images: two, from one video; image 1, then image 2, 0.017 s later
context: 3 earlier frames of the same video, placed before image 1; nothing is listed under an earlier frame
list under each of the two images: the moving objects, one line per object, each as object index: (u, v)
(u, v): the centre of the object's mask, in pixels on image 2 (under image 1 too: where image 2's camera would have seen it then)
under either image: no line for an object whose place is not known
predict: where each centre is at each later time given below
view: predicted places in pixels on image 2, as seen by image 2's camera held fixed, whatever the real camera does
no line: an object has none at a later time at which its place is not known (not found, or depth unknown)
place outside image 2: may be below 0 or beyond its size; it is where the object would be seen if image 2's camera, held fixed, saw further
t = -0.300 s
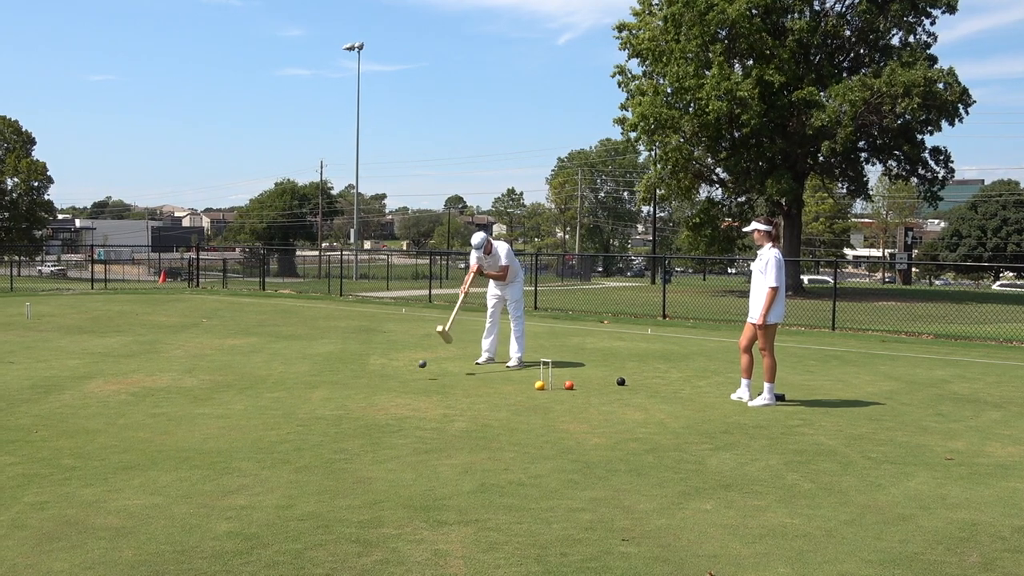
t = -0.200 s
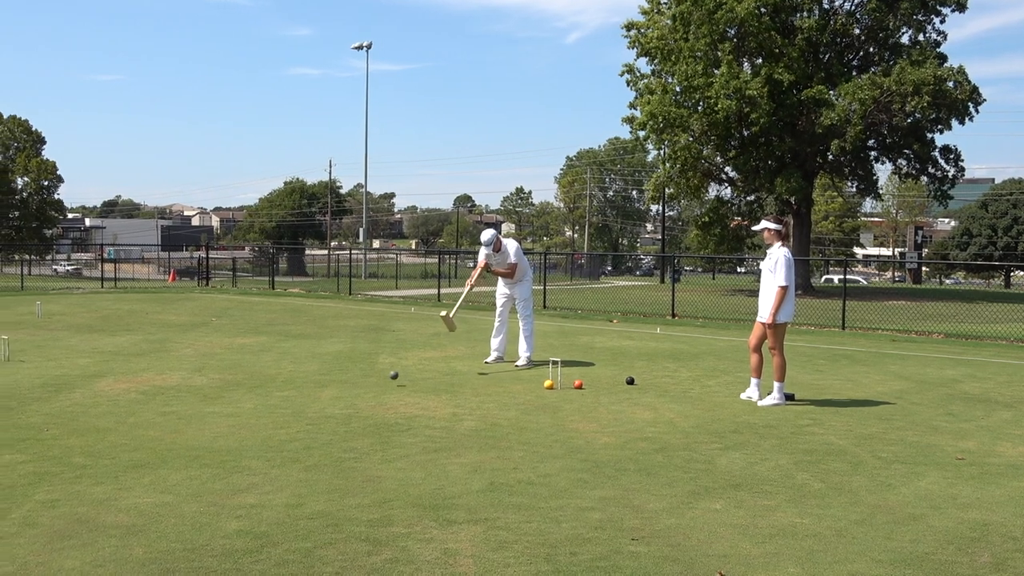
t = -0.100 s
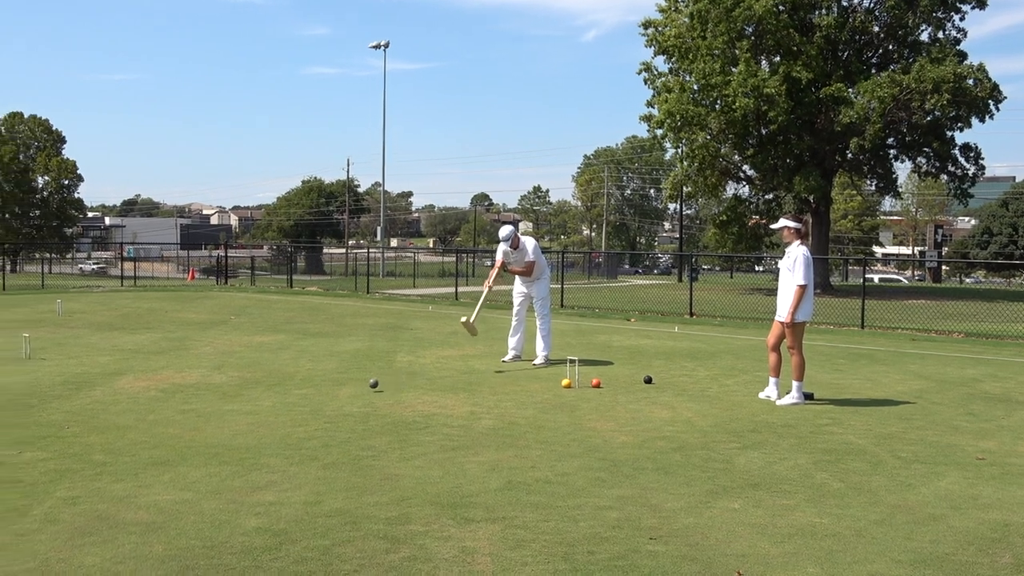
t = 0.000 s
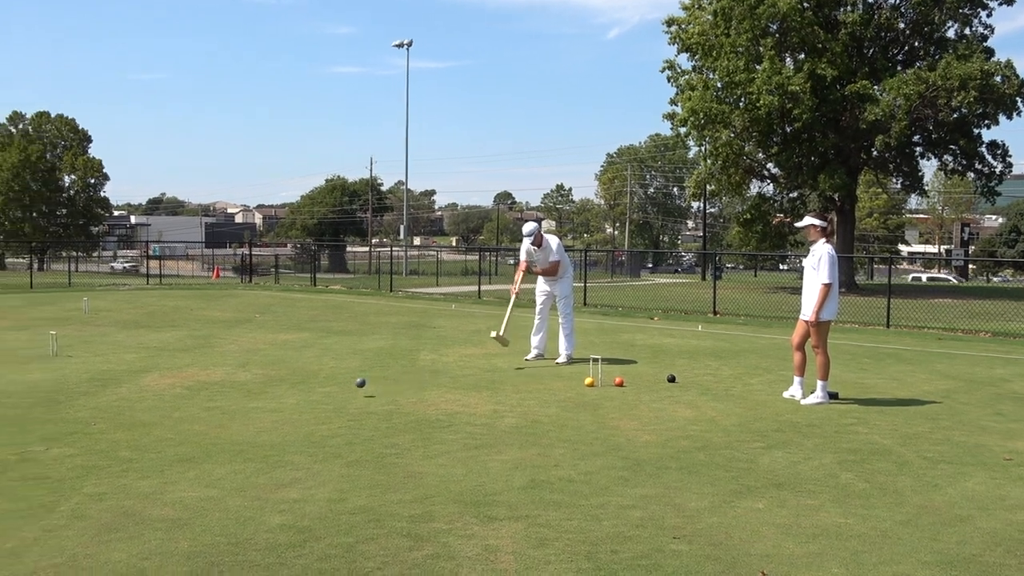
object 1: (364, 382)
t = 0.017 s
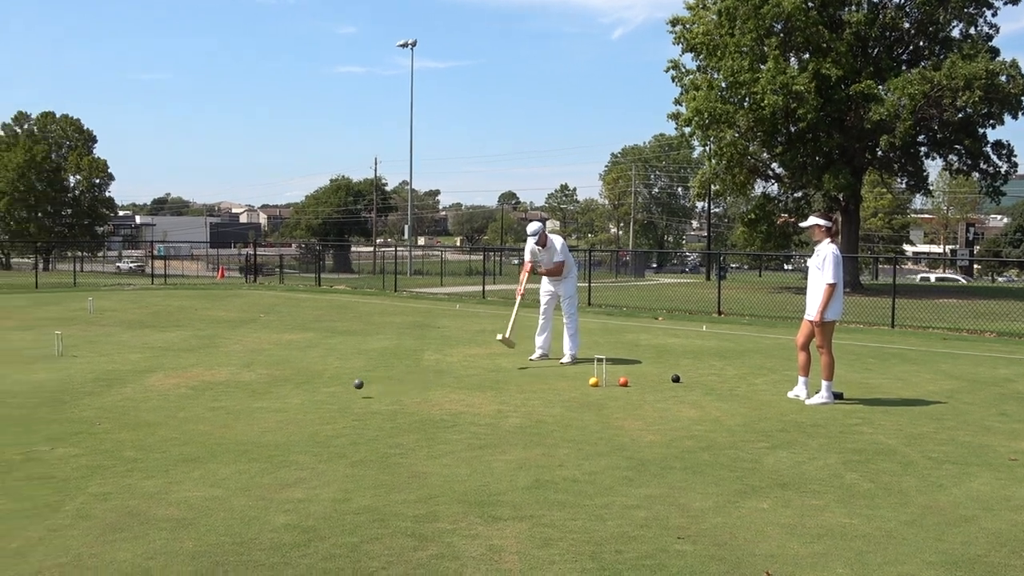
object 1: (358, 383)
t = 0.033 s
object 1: (352, 385)
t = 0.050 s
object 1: (345, 387)
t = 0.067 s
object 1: (339, 389)
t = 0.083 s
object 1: (332, 392)
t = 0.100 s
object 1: (326, 395)
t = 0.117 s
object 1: (319, 398)
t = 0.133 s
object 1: (312, 402)
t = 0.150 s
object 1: (305, 403)
